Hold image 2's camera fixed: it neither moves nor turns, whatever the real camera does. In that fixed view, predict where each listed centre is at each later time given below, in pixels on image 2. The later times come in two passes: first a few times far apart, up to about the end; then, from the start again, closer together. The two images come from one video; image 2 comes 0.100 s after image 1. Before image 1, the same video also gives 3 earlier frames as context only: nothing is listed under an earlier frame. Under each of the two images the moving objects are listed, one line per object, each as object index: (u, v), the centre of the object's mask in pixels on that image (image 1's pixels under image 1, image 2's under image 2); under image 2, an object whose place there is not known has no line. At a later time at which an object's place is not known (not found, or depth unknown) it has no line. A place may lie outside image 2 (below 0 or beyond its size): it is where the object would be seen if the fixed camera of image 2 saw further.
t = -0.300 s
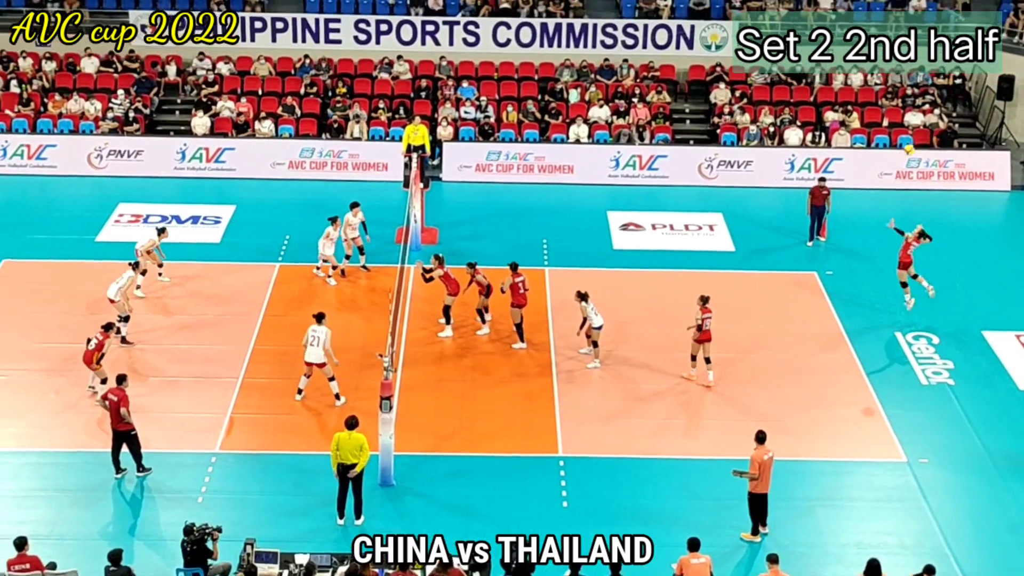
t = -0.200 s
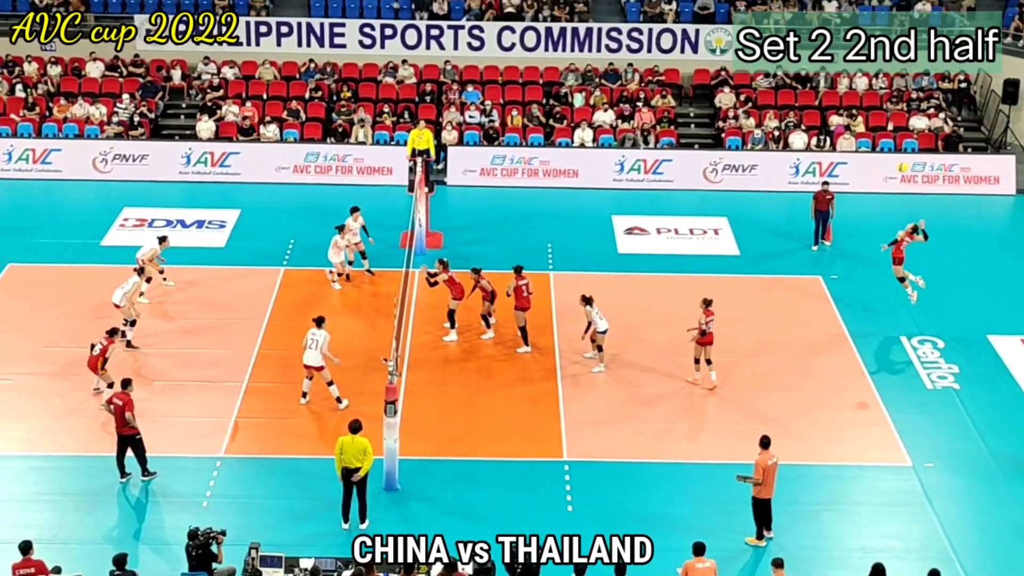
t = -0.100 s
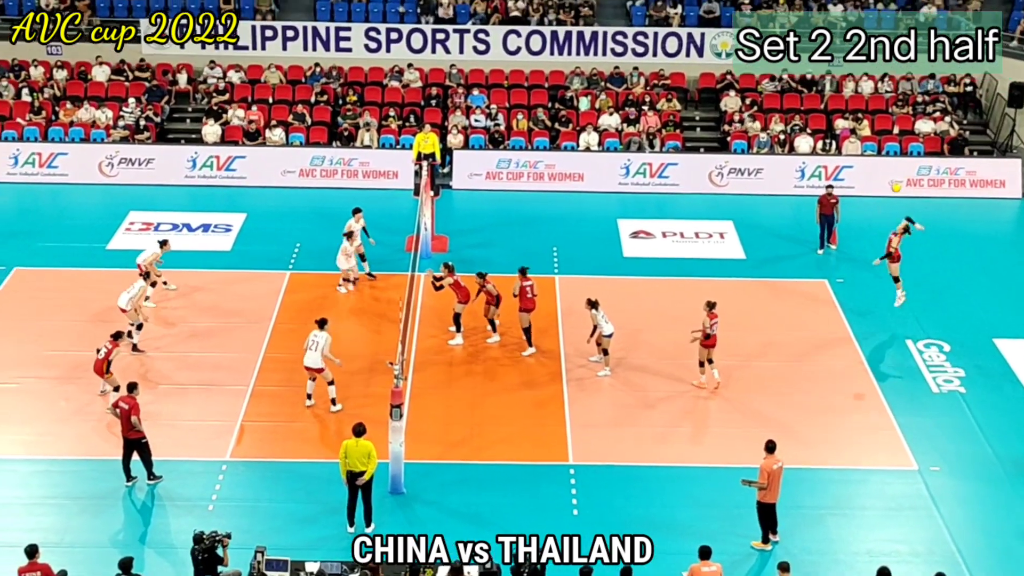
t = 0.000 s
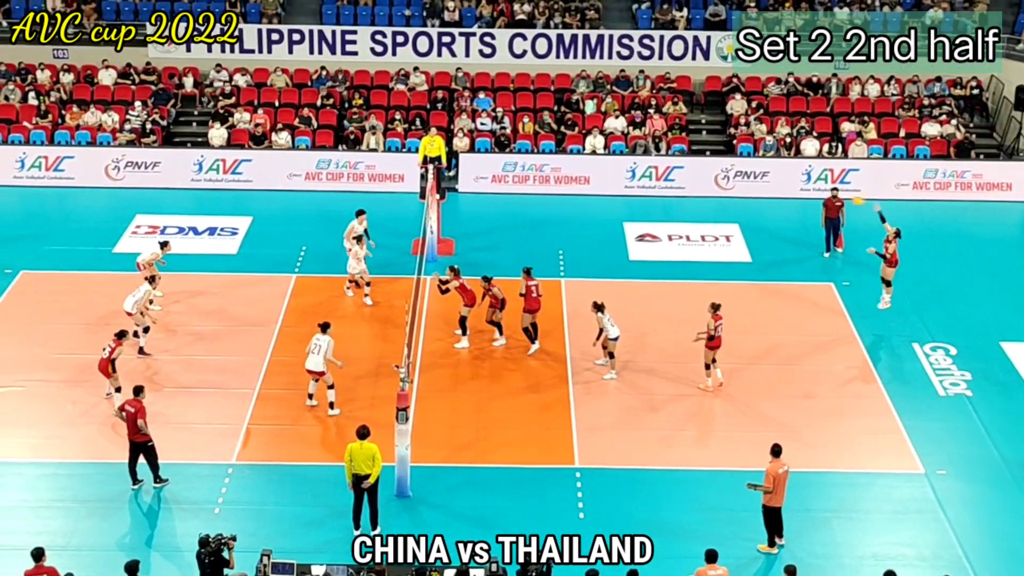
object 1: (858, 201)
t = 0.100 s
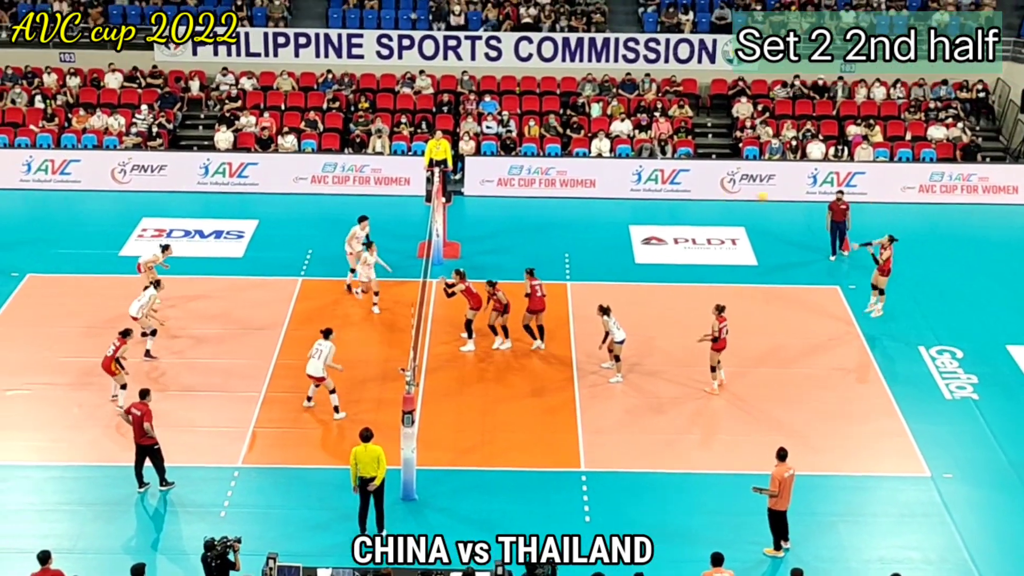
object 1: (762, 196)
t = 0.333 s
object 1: (534, 213)
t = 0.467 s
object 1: (410, 237)
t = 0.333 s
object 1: (534, 213)
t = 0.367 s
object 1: (502, 218)
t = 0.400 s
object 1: (471, 224)
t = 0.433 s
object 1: (439, 231)
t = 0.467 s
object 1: (410, 237)
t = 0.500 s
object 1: (382, 242)
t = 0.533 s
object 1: (353, 249)
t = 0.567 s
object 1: (325, 255)
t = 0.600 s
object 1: (299, 263)
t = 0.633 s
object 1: (271, 272)
